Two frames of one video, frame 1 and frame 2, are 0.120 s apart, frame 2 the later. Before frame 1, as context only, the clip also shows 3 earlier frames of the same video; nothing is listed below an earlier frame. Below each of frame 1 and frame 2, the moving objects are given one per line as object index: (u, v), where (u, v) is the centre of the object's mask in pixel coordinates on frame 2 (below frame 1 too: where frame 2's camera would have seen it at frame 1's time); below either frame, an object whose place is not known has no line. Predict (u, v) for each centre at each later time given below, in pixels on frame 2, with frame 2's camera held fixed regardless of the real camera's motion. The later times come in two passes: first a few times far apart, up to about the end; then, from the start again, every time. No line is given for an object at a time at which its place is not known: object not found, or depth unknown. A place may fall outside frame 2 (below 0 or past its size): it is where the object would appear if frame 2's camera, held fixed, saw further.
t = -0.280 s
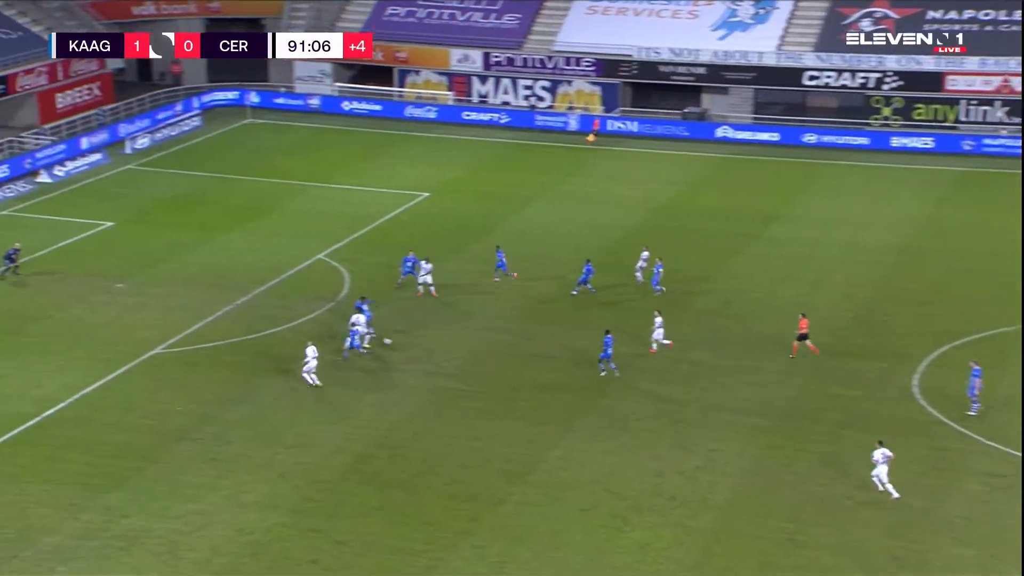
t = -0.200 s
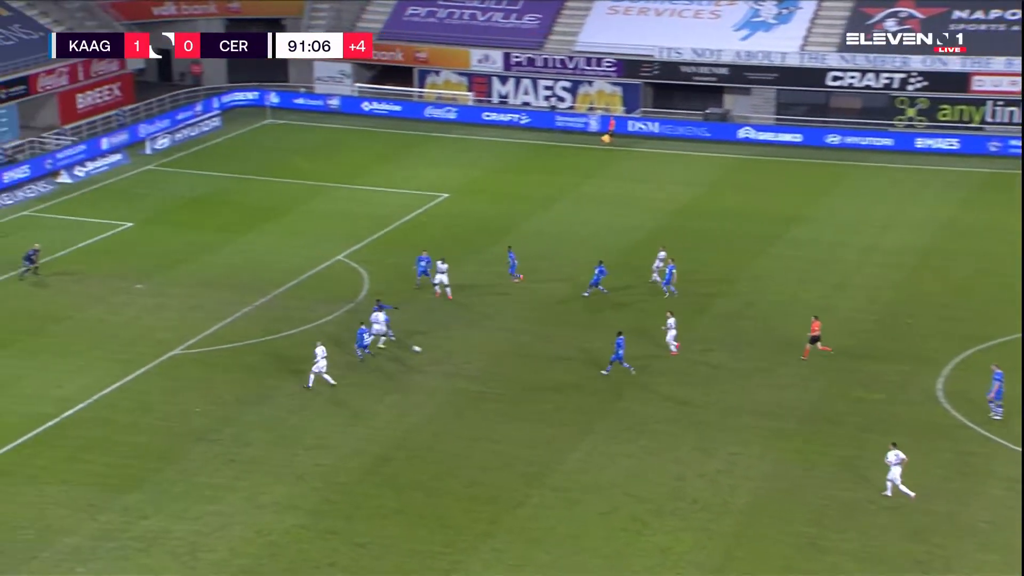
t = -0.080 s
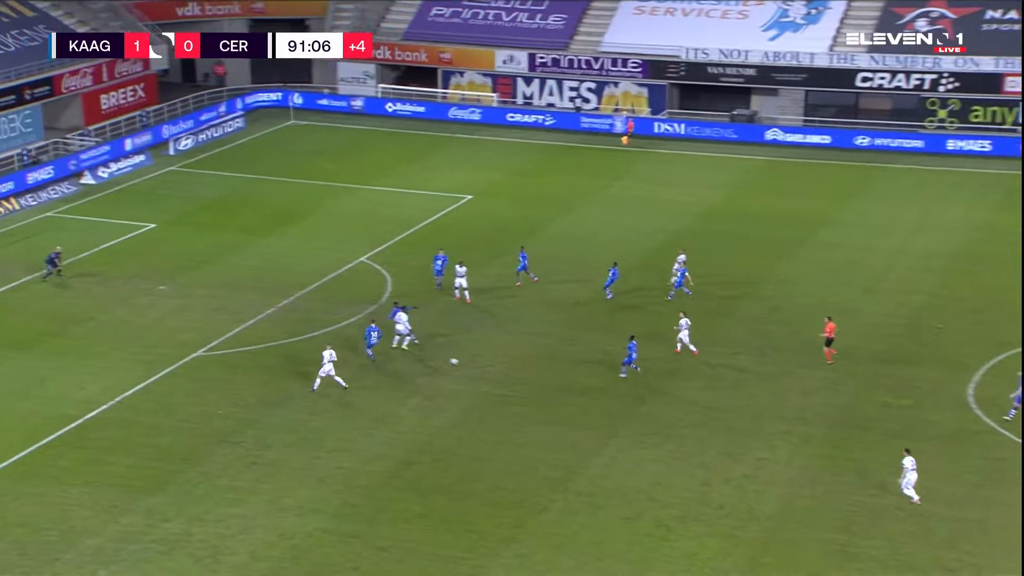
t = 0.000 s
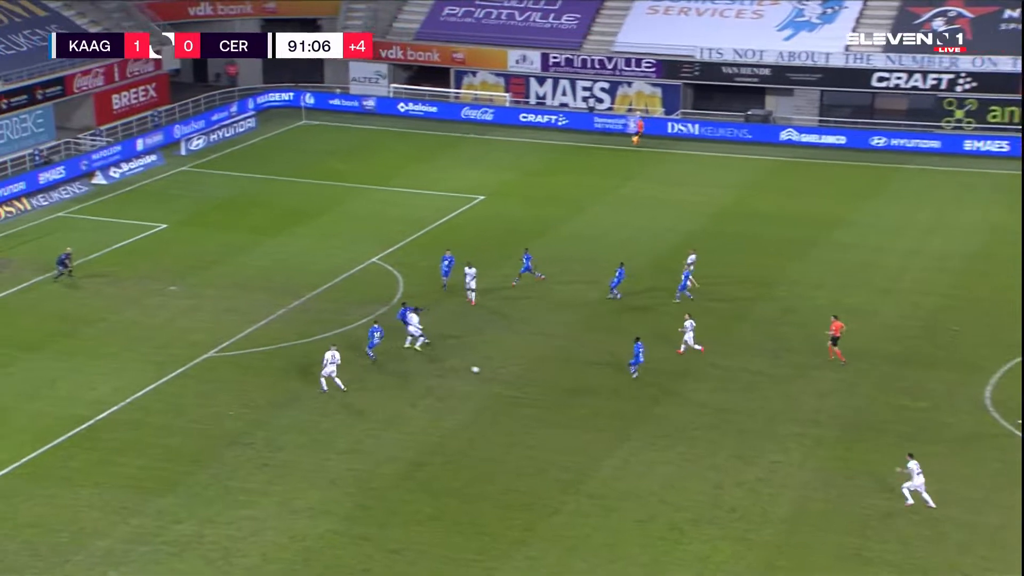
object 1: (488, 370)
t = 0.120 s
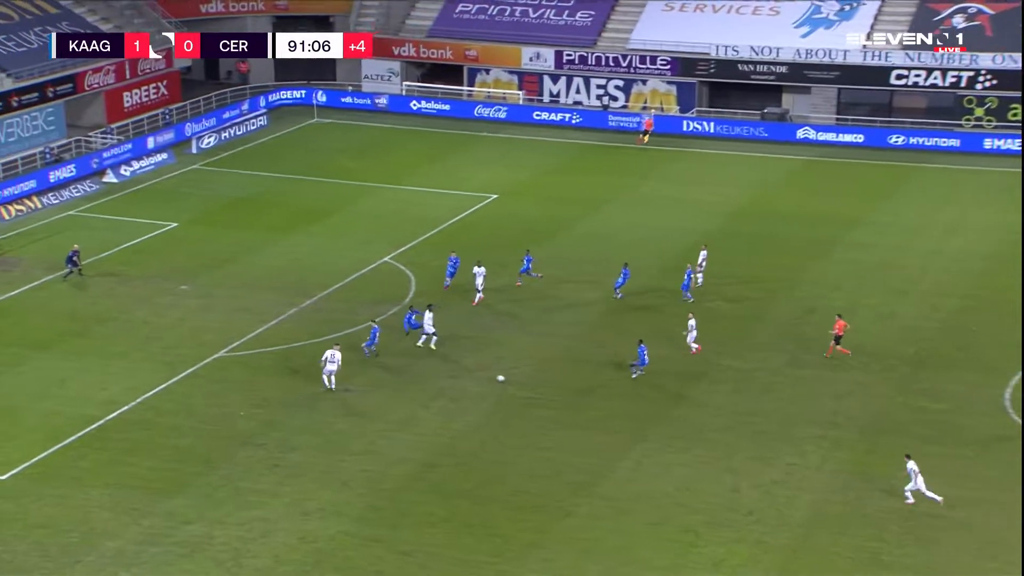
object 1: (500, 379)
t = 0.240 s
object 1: (512, 388)
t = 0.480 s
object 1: (531, 405)
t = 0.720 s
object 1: (542, 419)
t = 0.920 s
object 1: (550, 432)
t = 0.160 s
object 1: (504, 381)
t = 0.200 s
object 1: (508, 384)
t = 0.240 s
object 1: (512, 388)
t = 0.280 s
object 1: (515, 391)
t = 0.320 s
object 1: (519, 393)
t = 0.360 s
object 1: (521, 395)
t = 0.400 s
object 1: (524, 398)
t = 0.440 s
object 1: (528, 402)
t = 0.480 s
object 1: (531, 405)
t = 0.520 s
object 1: (533, 408)
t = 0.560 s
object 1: (535, 410)
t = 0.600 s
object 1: (538, 413)
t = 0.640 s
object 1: (539, 415)
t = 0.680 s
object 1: (541, 417)
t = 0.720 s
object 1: (542, 419)
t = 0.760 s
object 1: (544, 422)
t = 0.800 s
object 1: (545, 425)
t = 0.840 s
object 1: (547, 427)
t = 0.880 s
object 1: (548, 429)
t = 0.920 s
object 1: (550, 432)
